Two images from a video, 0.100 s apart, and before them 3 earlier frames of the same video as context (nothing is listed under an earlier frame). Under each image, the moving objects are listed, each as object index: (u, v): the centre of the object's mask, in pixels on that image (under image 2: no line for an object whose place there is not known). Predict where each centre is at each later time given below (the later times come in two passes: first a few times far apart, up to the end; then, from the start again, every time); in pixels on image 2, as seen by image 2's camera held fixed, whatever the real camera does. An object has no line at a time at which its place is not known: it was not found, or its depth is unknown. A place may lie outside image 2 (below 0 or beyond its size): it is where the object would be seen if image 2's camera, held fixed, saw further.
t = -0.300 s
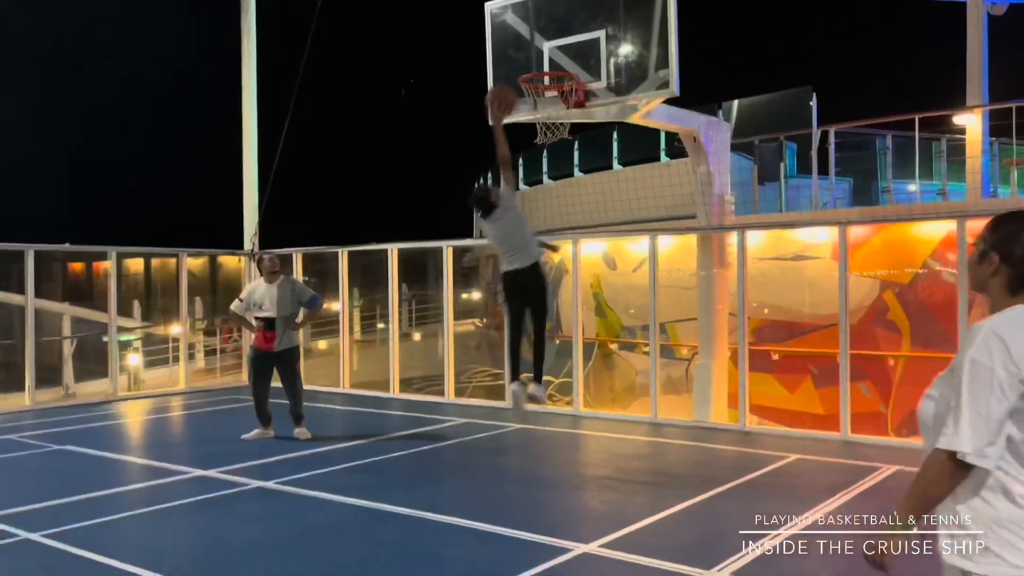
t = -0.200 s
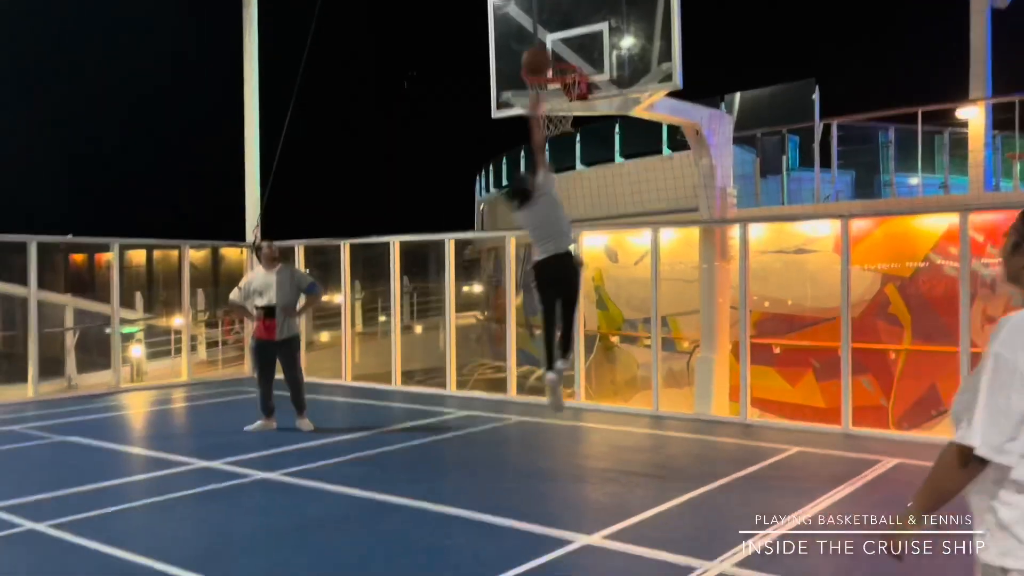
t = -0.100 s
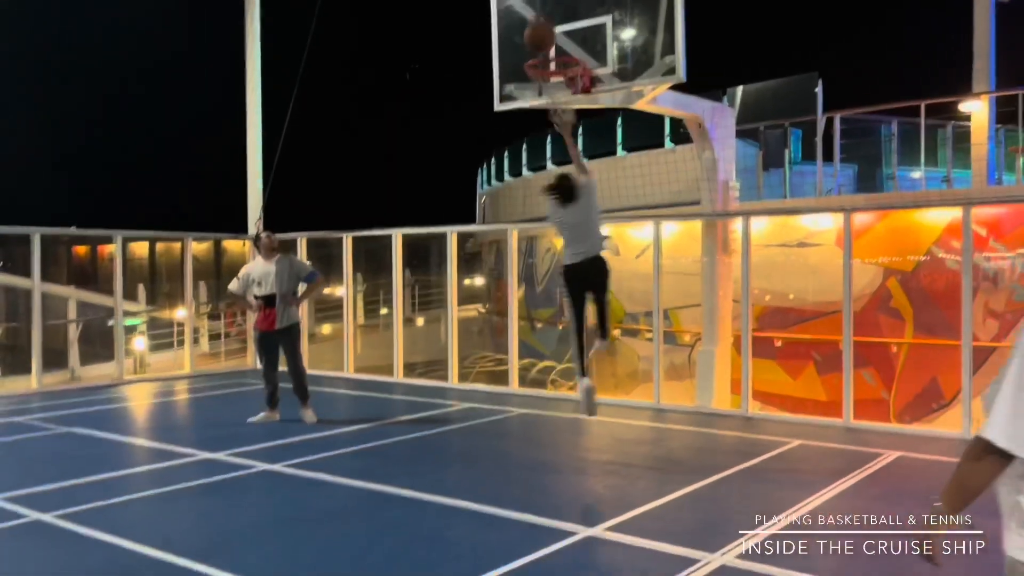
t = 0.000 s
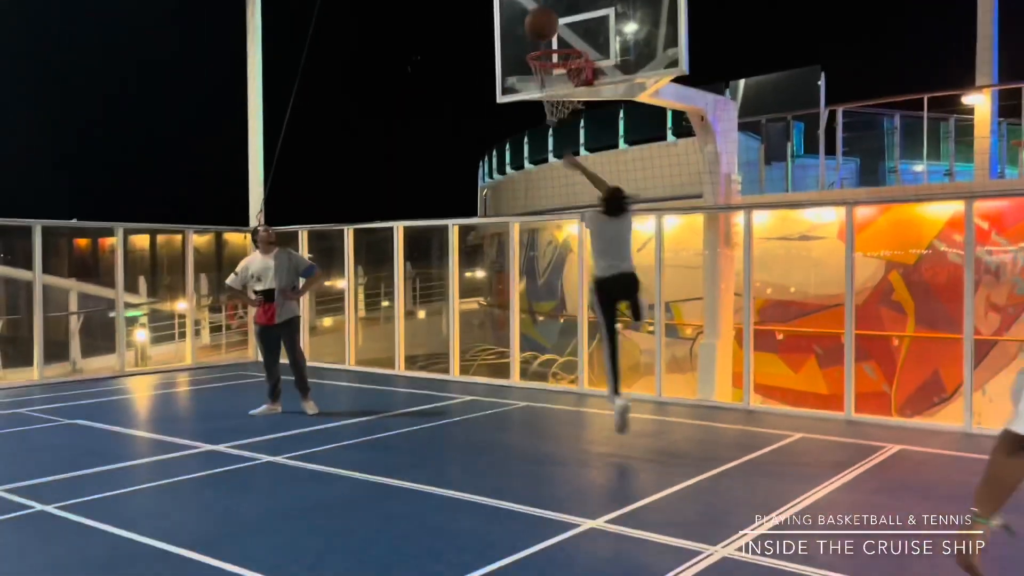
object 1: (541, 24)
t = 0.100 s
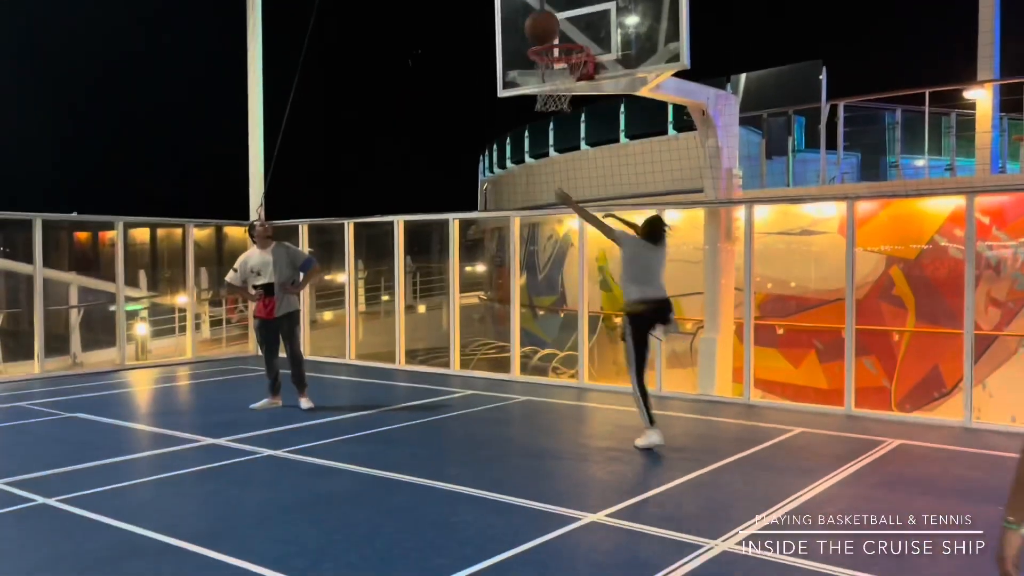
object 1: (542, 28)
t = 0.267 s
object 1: (540, 83)
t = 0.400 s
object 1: (539, 162)
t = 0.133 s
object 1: (542, 35)
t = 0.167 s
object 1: (541, 44)
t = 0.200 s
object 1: (540, 54)
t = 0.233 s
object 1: (540, 66)
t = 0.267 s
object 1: (540, 83)
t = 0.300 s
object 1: (539, 101)
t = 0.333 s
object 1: (539, 118)
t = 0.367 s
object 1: (539, 139)
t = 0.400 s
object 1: (539, 162)
